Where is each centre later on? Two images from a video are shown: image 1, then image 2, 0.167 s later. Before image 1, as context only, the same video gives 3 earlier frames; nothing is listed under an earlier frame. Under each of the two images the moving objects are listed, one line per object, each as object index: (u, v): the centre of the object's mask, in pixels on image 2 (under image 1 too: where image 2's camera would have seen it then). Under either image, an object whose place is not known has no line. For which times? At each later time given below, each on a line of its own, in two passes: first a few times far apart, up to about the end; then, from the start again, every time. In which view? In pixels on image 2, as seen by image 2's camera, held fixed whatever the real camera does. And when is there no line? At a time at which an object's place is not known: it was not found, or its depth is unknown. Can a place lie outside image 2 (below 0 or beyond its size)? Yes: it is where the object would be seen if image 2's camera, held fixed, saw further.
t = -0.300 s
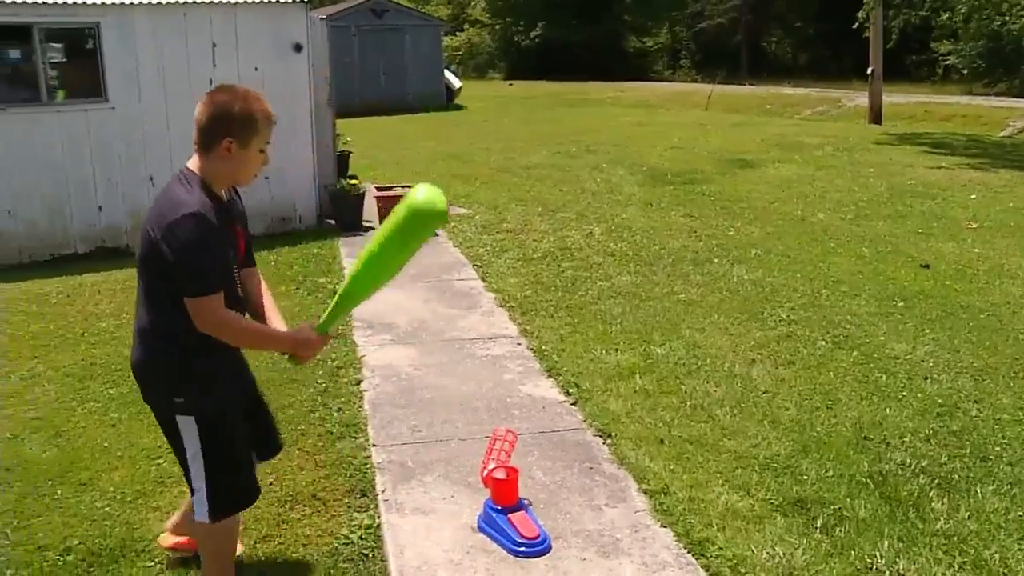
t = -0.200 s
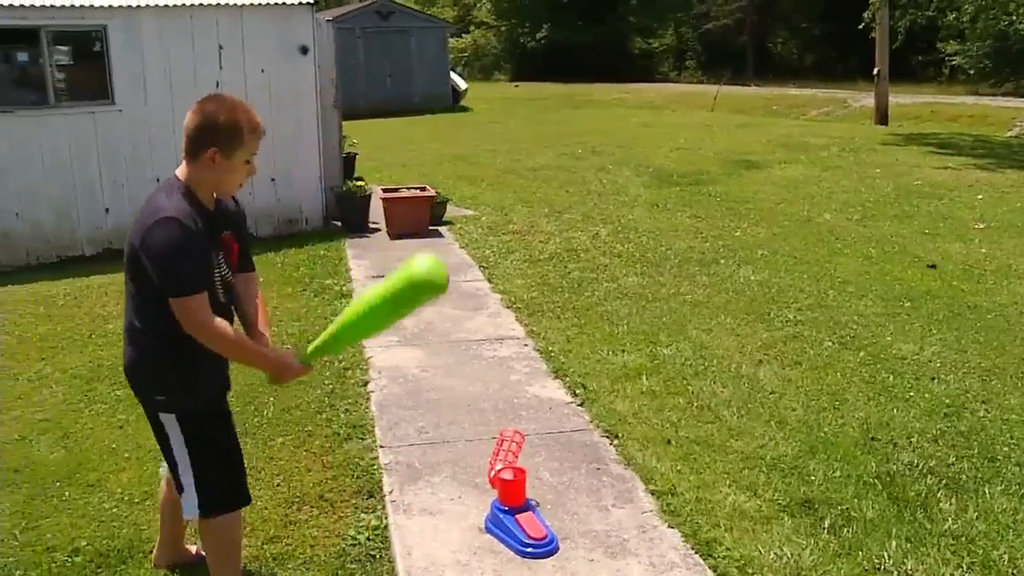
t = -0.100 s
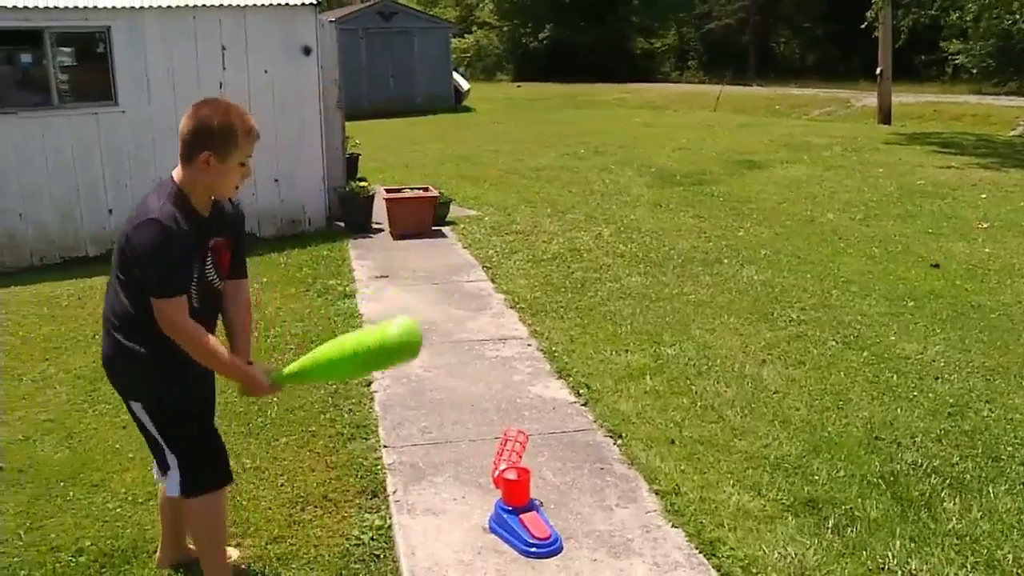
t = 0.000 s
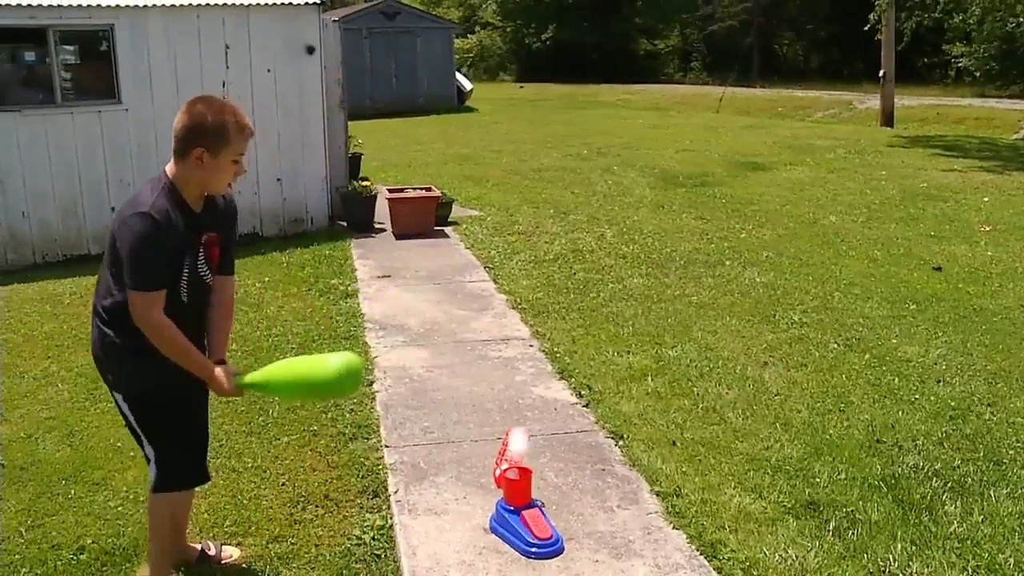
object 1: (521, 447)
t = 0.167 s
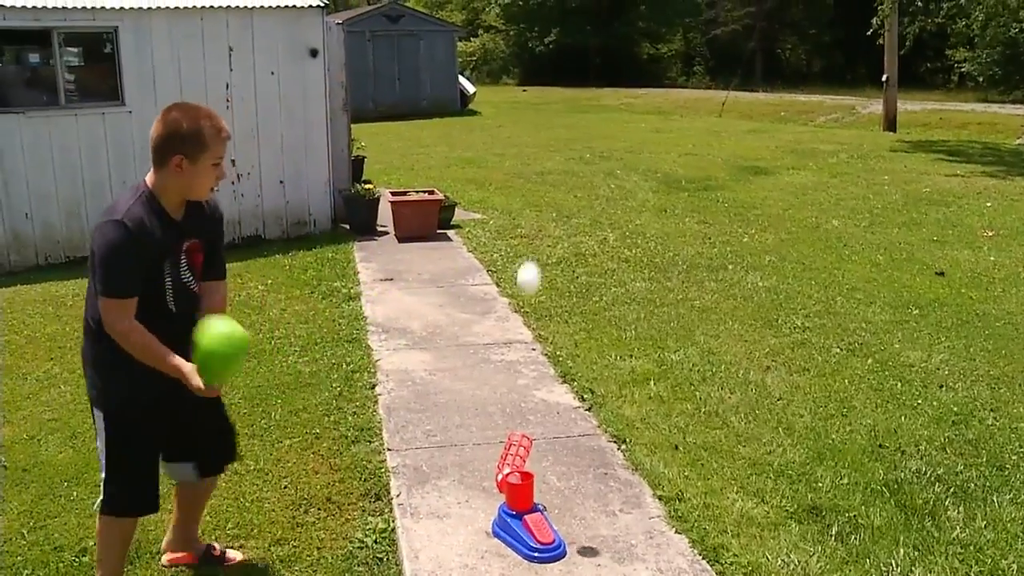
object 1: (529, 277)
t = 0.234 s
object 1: (533, 231)
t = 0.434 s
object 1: (543, 177)
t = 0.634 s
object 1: (550, 251)
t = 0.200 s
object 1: (531, 252)
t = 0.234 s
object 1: (533, 231)
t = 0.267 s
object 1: (535, 213)
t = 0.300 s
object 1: (536, 198)
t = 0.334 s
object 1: (538, 187)
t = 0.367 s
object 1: (540, 180)
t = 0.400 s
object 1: (541, 177)
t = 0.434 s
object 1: (543, 177)
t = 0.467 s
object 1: (544, 180)
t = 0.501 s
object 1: (545, 187)
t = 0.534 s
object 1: (547, 198)
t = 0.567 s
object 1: (548, 212)
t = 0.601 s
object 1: (549, 230)
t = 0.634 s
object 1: (550, 251)
